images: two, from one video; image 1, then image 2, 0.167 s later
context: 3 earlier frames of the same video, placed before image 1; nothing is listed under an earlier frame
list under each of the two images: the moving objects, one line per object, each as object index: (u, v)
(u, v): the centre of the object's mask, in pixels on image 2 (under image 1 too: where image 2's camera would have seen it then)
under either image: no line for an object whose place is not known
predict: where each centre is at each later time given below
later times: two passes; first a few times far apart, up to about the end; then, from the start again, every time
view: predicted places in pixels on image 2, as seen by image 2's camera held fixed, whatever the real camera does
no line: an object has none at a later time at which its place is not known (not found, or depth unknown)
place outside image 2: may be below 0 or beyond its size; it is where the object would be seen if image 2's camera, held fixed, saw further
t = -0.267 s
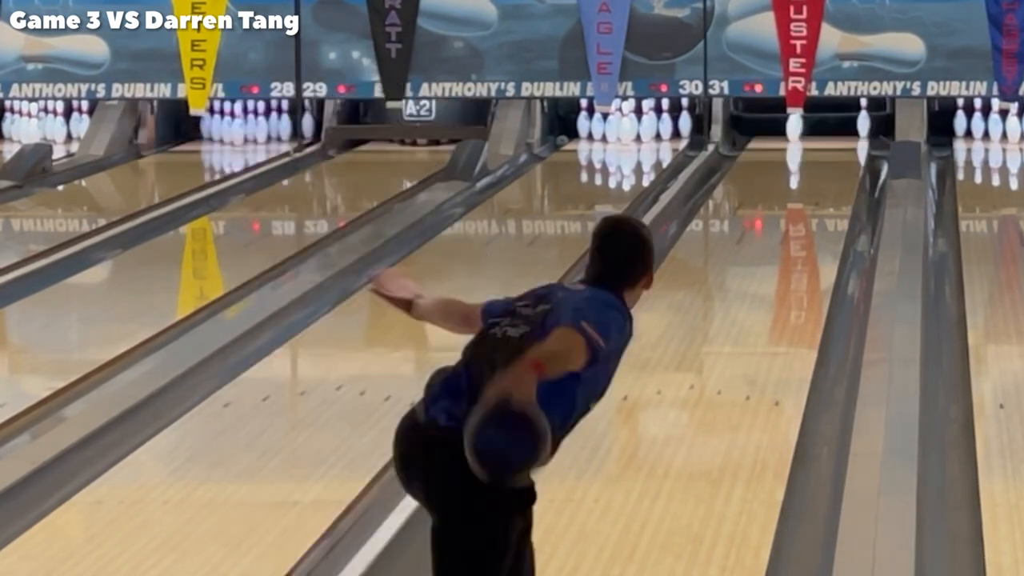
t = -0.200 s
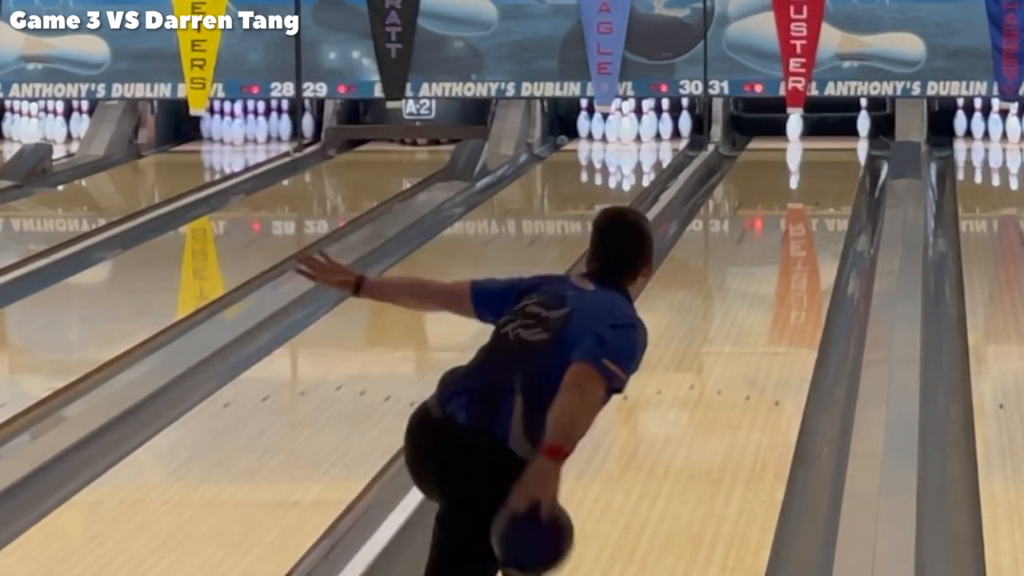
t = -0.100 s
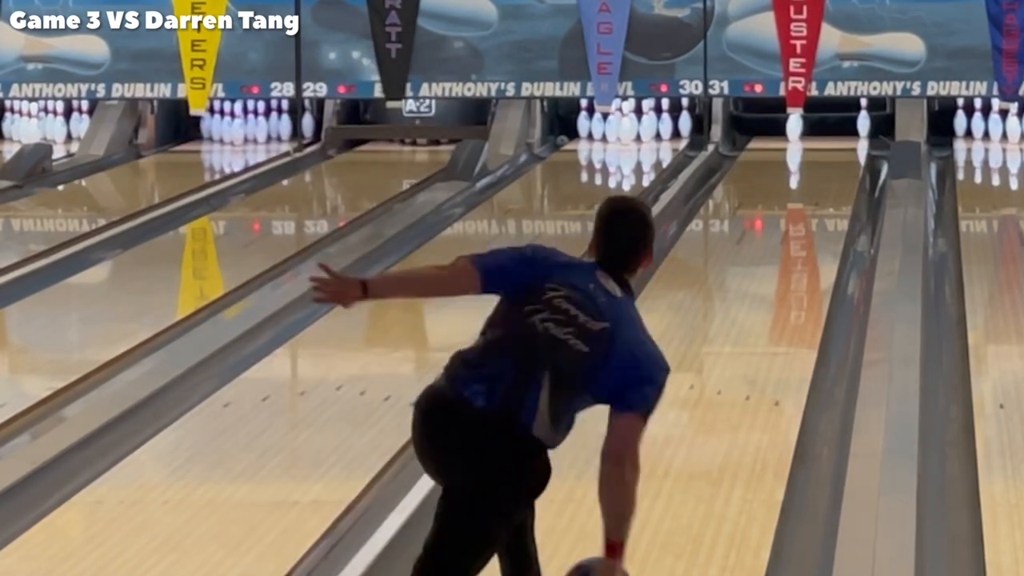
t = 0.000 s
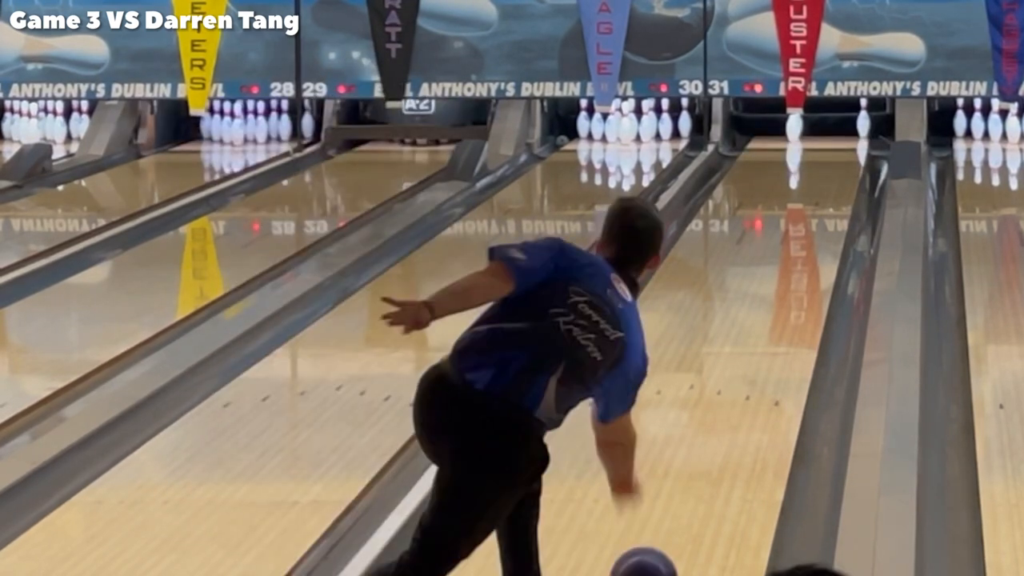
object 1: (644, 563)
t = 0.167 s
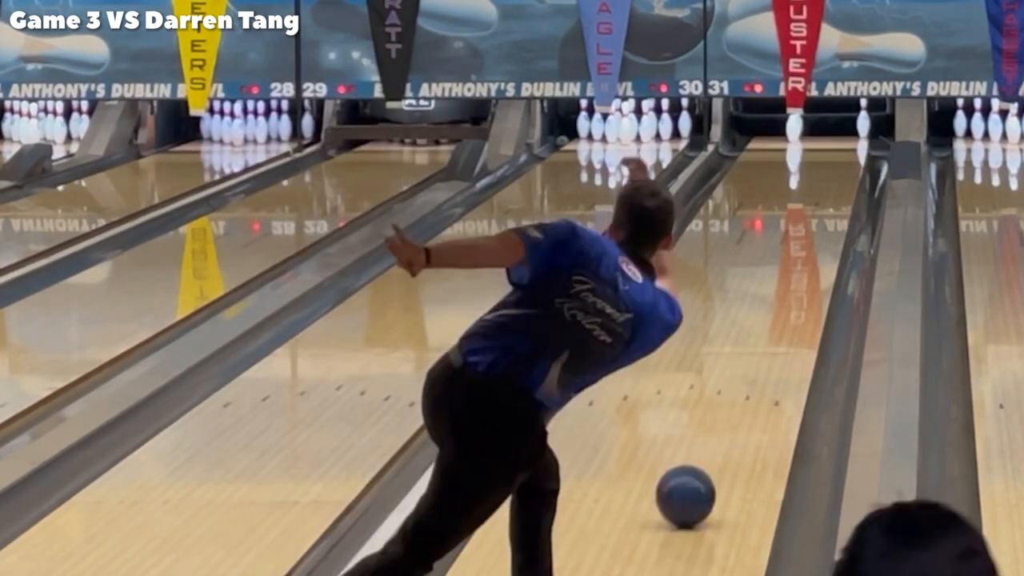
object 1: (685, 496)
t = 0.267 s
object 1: (706, 452)
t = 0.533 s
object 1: (747, 363)
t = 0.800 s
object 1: (775, 300)
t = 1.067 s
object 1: (795, 251)
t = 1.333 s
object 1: (808, 213)
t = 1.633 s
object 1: (815, 179)
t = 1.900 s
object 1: (813, 157)
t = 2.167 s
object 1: (800, 137)
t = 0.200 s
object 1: (692, 481)
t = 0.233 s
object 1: (699, 466)
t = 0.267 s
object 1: (706, 452)
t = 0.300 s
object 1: (712, 439)
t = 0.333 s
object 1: (717, 427)
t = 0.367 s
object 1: (723, 415)
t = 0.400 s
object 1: (728, 403)
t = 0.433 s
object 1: (733, 392)
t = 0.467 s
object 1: (738, 382)
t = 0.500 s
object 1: (742, 372)
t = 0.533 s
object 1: (747, 363)
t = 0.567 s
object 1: (751, 354)
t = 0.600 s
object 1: (755, 345)
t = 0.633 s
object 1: (758, 337)
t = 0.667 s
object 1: (762, 329)
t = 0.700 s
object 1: (766, 321)
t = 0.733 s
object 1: (769, 314)
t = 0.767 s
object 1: (772, 307)
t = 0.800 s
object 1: (775, 300)
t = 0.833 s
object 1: (778, 293)
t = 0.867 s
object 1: (781, 286)
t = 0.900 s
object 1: (784, 280)
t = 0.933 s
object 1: (786, 274)
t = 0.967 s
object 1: (788, 268)
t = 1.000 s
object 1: (791, 262)
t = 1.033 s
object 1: (793, 256)
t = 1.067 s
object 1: (795, 251)
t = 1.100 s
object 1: (797, 245)
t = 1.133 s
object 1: (799, 241)
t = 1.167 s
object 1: (801, 236)
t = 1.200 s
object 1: (802, 231)
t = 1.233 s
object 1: (804, 226)
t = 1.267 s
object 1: (806, 221)
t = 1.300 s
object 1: (807, 217)
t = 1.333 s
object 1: (808, 213)
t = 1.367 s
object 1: (809, 209)
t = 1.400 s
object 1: (810, 205)
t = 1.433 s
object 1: (811, 201)
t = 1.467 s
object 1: (812, 197)
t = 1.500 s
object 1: (813, 194)
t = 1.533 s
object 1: (813, 190)
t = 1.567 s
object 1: (814, 186)
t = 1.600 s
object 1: (815, 183)
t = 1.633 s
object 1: (815, 179)
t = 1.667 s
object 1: (815, 176)
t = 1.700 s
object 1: (815, 174)
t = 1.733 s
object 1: (816, 170)
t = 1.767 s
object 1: (815, 167)
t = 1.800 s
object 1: (815, 164)
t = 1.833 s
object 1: (814, 162)
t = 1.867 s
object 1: (814, 160)
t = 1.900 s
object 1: (813, 157)
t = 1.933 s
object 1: (812, 154)
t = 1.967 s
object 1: (811, 151)
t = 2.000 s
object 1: (809, 148)
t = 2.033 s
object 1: (808, 146)
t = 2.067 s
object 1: (806, 144)
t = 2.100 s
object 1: (805, 142)
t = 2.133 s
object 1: (802, 140)
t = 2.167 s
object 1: (800, 137)
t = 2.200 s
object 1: (797, 134)
